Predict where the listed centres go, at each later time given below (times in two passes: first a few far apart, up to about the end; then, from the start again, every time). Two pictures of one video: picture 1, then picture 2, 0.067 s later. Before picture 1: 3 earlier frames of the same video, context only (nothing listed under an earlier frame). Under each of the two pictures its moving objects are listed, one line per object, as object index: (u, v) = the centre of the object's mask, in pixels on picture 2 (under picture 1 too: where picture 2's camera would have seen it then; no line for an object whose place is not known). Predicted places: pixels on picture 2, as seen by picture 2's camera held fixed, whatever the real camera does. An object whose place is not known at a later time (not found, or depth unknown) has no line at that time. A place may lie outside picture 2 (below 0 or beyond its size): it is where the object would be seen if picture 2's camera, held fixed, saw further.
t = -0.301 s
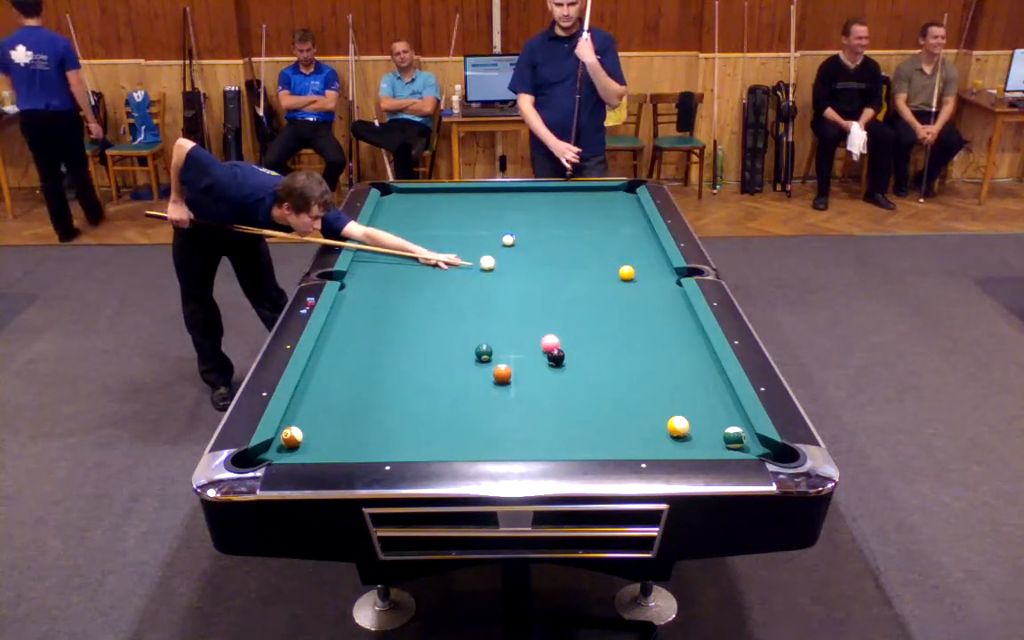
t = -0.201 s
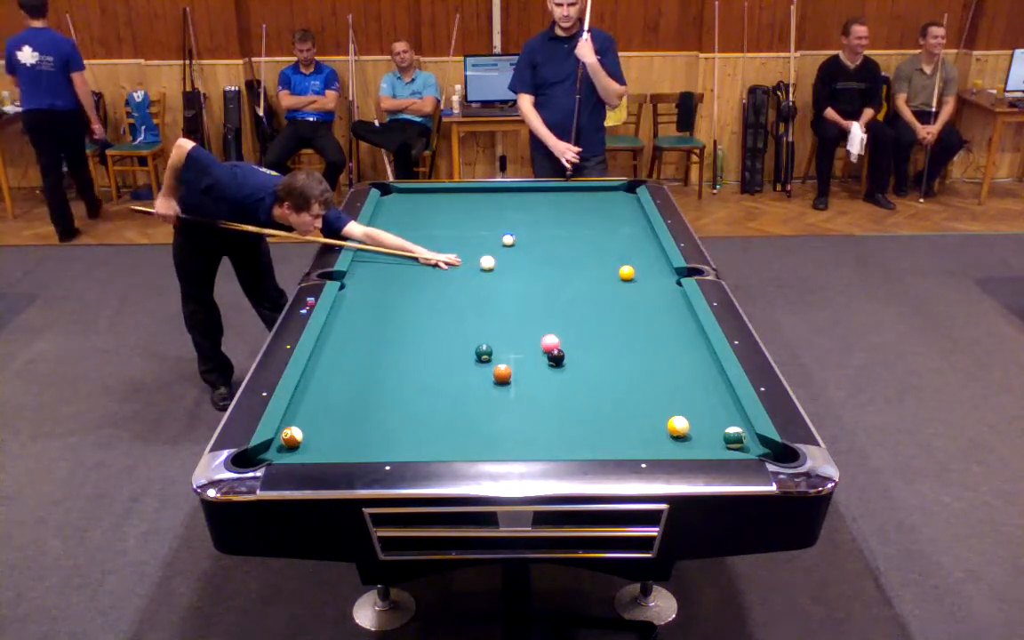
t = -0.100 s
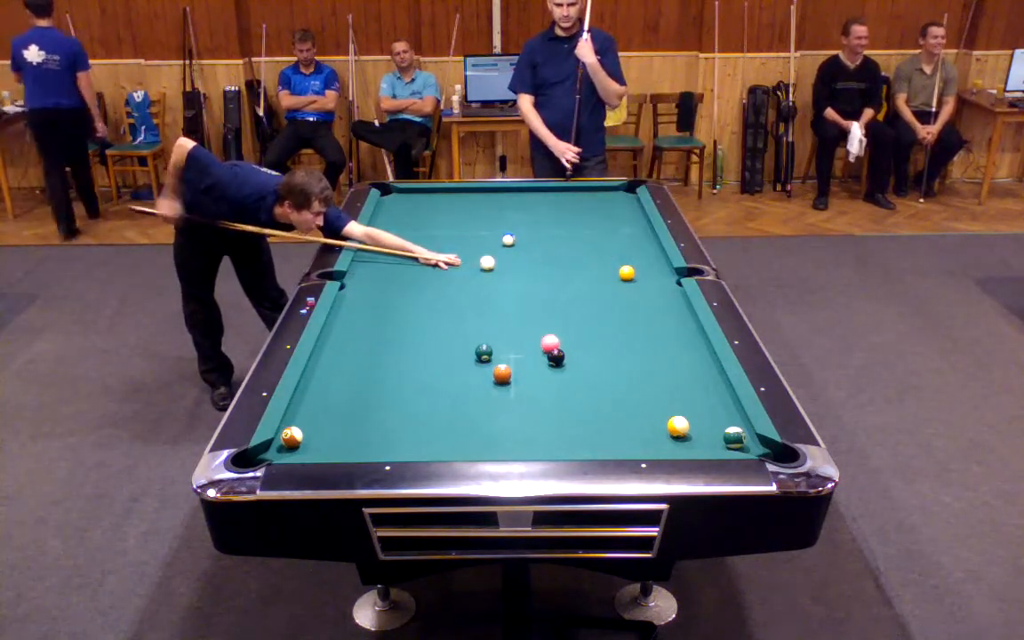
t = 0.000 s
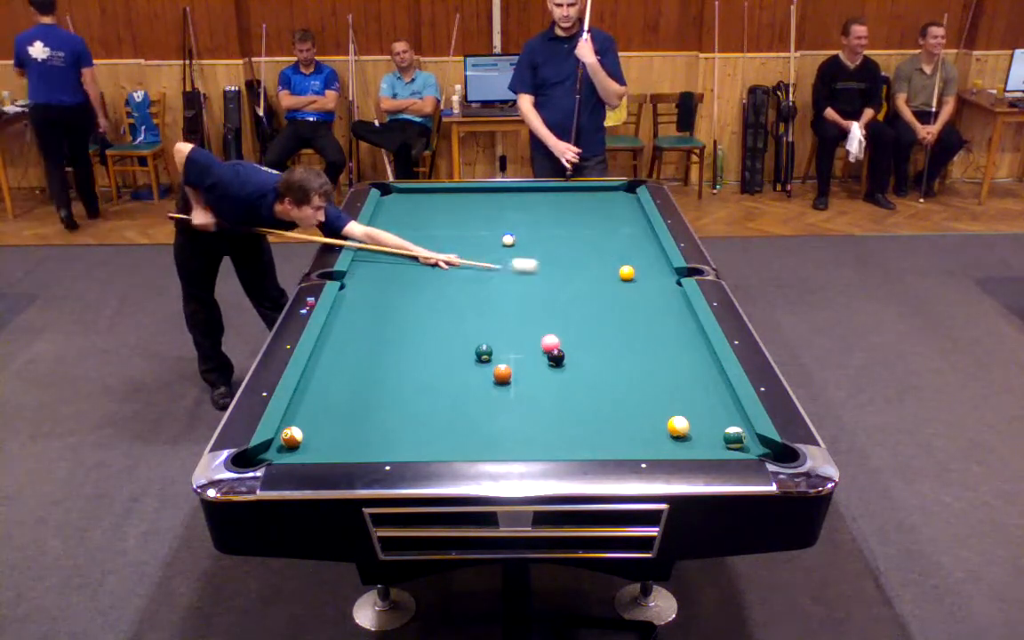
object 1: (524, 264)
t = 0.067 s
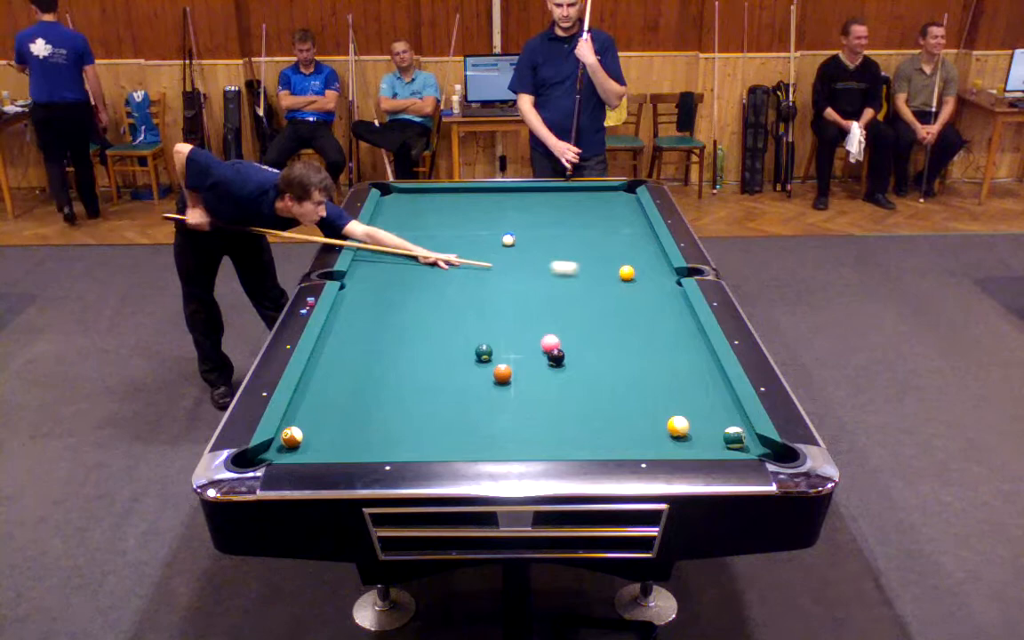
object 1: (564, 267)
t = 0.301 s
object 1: (607, 271)
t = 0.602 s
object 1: (594, 269)
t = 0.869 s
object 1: (584, 267)
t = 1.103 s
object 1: (576, 266)
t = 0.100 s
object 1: (583, 269)
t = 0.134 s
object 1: (601, 270)
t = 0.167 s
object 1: (612, 271)
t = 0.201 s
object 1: (611, 271)
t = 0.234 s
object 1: (610, 271)
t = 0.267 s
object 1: (609, 271)
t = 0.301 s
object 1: (607, 271)
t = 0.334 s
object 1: (605, 270)
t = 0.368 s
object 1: (604, 270)
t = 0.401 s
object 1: (602, 270)
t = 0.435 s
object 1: (601, 270)
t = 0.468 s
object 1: (599, 270)
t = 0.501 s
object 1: (598, 269)
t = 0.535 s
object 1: (596, 269)
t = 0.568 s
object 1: (595, 269)
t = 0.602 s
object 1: (594, 269)
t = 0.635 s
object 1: (592, 269)
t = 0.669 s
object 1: (591, 268)
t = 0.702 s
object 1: (590, 268)
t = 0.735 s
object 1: (588, 268)
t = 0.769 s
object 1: (587, 268)
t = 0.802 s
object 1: (586, 268)
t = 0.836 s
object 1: (585, 268)
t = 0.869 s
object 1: (584, 267)
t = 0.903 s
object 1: (583, 267)
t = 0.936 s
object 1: (581, 267)
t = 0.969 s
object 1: (580, 267)
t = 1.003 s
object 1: (579, 267)
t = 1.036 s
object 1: (578, 267)
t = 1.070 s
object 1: (577, 267)
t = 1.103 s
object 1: (576, 266)
